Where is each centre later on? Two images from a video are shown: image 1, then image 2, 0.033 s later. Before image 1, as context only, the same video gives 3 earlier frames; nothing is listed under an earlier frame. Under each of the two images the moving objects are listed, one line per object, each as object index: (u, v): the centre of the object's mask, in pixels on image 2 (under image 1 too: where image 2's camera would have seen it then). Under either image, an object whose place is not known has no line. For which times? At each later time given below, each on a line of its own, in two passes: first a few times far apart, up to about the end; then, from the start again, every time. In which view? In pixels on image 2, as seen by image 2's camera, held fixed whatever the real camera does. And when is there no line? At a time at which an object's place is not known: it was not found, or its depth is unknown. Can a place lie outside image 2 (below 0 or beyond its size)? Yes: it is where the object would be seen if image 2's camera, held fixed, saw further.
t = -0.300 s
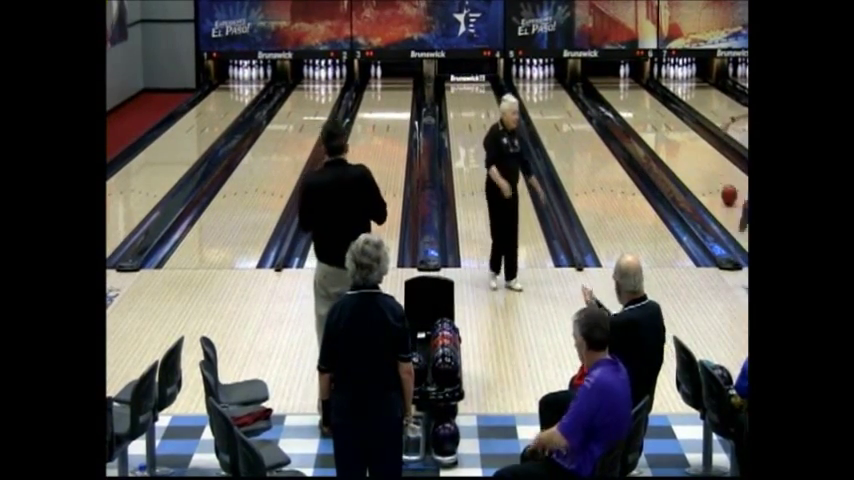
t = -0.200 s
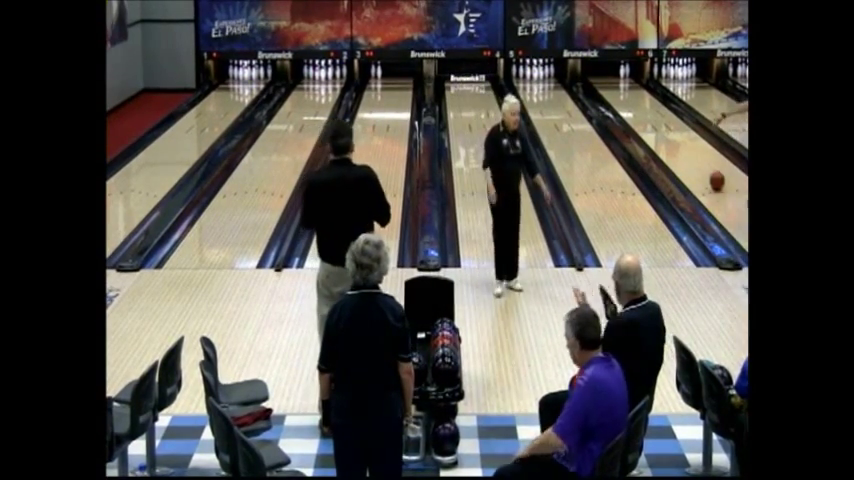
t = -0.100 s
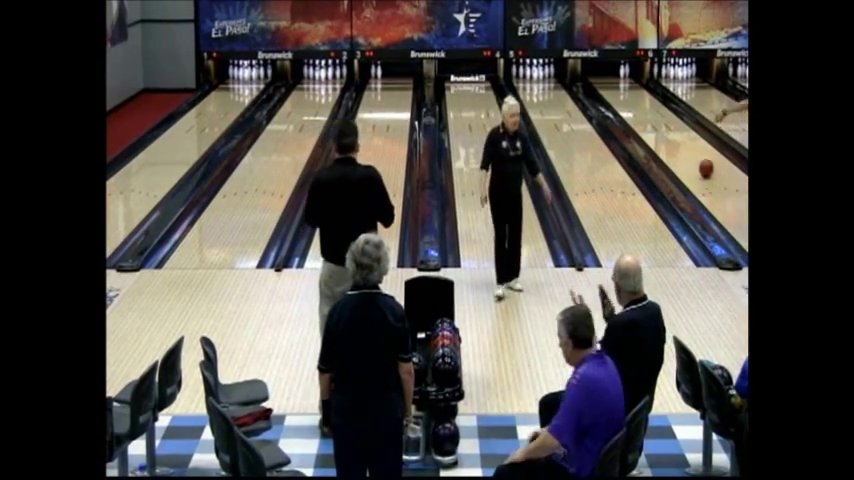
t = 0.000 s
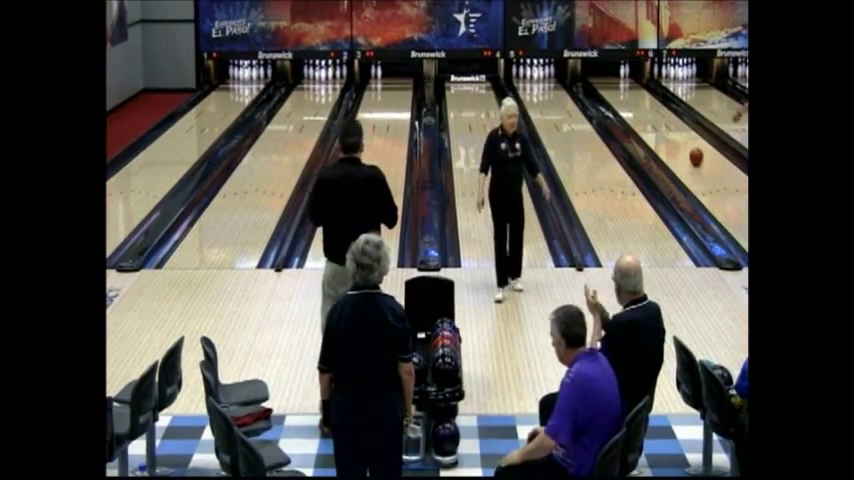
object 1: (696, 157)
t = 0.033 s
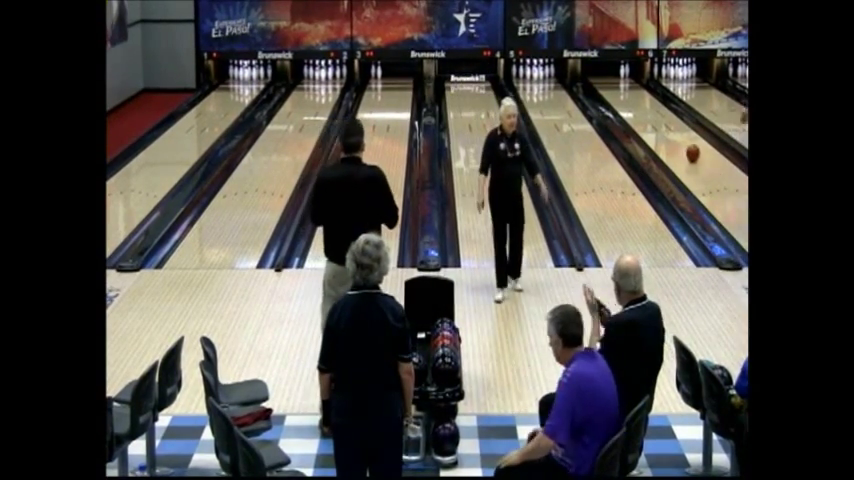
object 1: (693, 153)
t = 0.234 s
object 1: (675, 134)
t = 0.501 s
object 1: (657, 113)
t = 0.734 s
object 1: (642, 97)
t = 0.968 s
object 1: (631, 85)
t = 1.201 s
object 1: (622, 74)
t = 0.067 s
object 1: (689, 149)
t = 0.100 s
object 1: (687, 146)
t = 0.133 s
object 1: (684, 143)
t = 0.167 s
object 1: (681, 139)
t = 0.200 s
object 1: (678, 137)
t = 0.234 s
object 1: (675, 134)
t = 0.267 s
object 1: (672, 131)
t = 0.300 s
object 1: (670, 128)
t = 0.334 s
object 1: (669, 126)
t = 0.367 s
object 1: (666, 123)
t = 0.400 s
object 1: (664, 121)
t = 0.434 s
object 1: (662, 118)
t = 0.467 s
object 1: (658, 116)
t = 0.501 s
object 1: (657, 113)
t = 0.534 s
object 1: (654, 110)
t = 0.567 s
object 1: (652, 107)
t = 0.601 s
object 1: (650, 105)
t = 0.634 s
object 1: (649, 103)
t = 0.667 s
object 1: (646, 101)
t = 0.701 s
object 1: (644, 99)
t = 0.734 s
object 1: (642, 97)
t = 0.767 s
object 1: (640, 95)
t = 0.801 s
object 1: (639, 94)
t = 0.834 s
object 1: (637, 92)
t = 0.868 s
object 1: (635, 89)
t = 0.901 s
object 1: (634, 87)
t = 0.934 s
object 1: (633, 86)
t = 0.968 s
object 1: (631, 85)
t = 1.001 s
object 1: (630, 83)
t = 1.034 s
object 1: (629, 83)
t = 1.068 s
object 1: (627, 81)
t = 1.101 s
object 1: (625, 78)
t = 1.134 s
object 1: (623, 78)
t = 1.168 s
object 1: (622, 76)
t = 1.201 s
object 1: (622, 74)
